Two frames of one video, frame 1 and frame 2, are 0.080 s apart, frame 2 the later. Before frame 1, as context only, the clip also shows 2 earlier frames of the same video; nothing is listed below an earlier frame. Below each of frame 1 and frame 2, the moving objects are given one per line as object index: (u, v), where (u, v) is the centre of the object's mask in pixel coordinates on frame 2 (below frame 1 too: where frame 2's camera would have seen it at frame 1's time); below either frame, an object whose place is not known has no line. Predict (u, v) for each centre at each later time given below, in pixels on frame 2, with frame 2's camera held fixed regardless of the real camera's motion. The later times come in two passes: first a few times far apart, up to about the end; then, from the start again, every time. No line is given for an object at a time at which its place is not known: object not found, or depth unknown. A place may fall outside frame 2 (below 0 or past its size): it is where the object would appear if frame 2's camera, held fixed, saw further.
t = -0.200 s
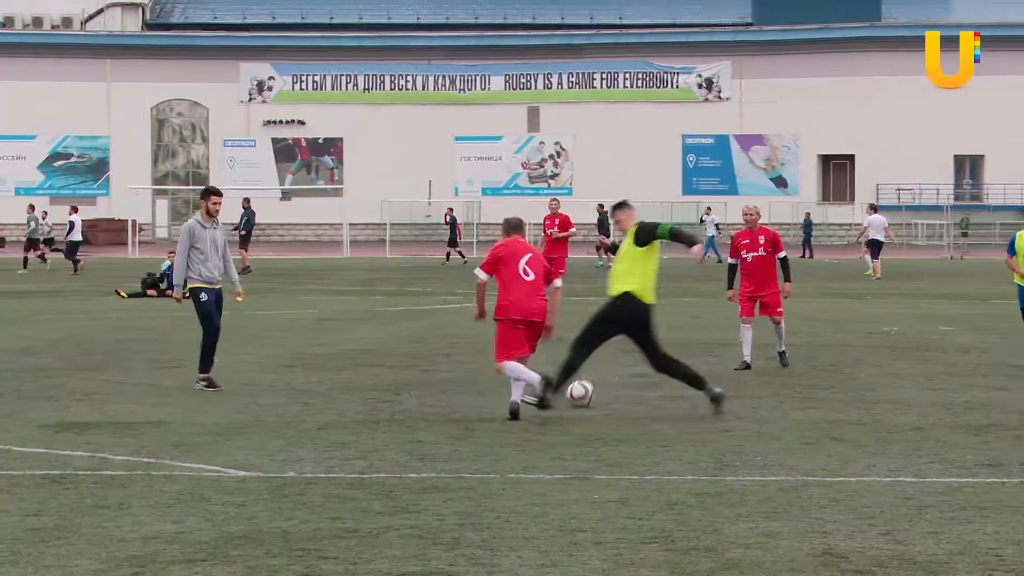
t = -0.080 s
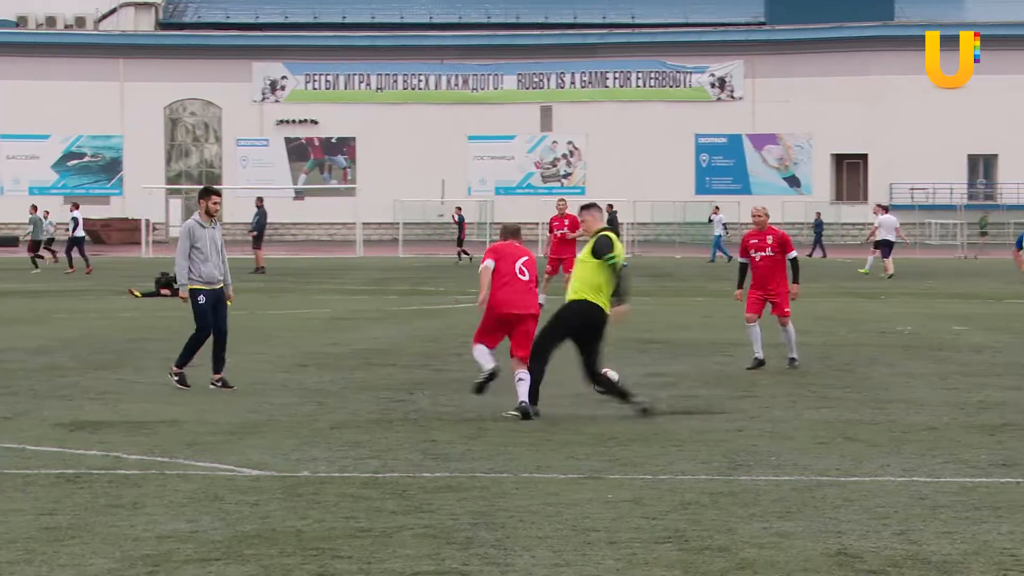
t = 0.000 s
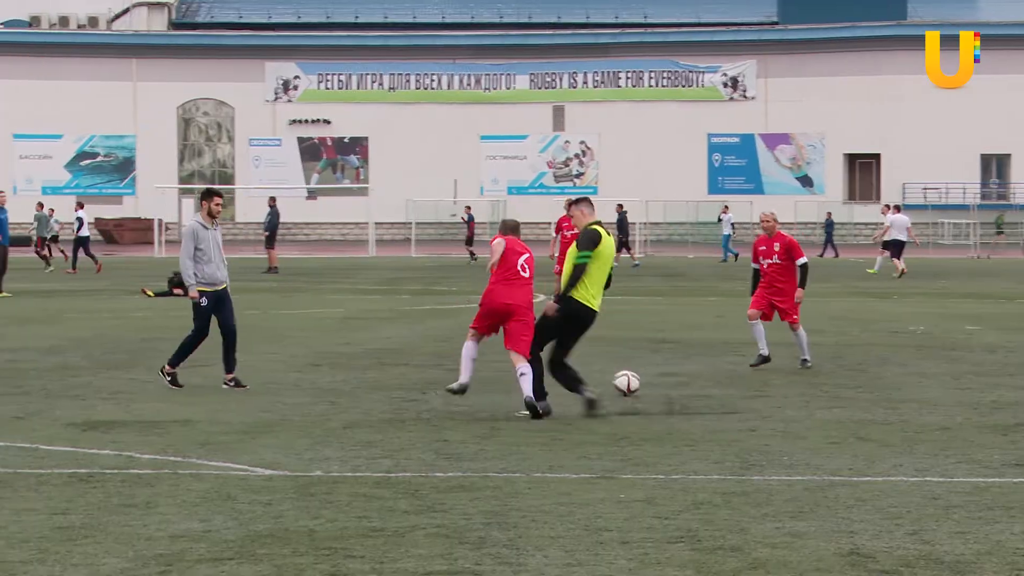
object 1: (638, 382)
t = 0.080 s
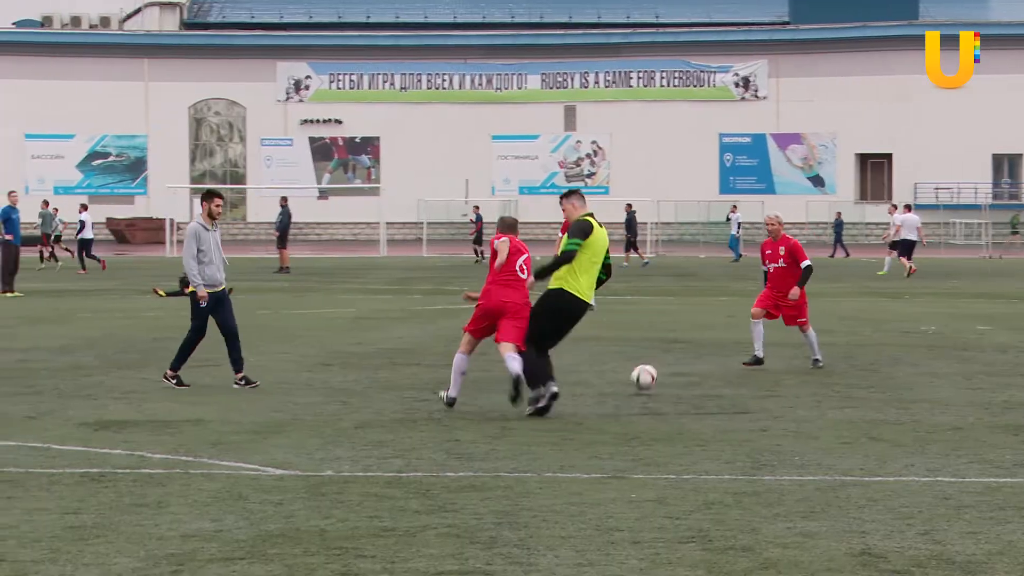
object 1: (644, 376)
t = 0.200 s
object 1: (653, 375)
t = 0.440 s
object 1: (665, 371)
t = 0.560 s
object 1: (670, 366)
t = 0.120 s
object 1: (647, 374)
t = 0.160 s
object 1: (650, 375)
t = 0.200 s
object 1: (653, 375)
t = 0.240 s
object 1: (656, 374)
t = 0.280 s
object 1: (658, 371)
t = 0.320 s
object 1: (659, 370)
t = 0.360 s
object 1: (661, 369)
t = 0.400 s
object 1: (663, 371)
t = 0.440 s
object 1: (665, 371)
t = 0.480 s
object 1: (667, 368)
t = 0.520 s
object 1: (669, 366)
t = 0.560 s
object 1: (670, 366)
